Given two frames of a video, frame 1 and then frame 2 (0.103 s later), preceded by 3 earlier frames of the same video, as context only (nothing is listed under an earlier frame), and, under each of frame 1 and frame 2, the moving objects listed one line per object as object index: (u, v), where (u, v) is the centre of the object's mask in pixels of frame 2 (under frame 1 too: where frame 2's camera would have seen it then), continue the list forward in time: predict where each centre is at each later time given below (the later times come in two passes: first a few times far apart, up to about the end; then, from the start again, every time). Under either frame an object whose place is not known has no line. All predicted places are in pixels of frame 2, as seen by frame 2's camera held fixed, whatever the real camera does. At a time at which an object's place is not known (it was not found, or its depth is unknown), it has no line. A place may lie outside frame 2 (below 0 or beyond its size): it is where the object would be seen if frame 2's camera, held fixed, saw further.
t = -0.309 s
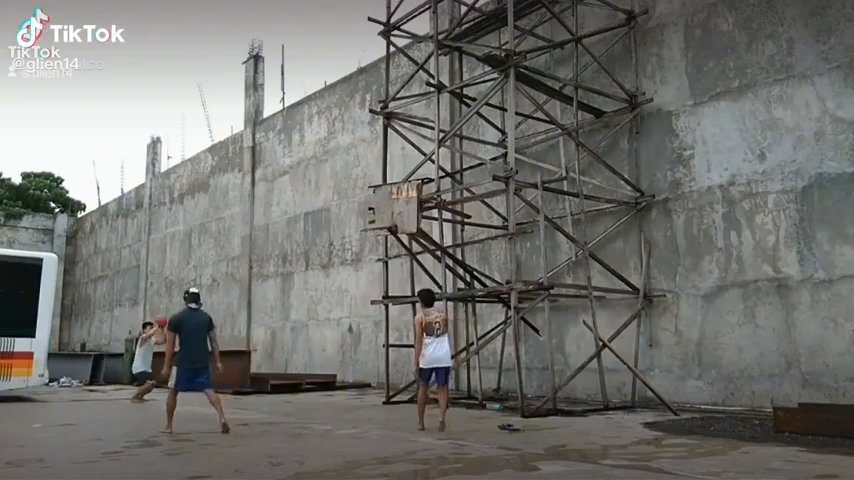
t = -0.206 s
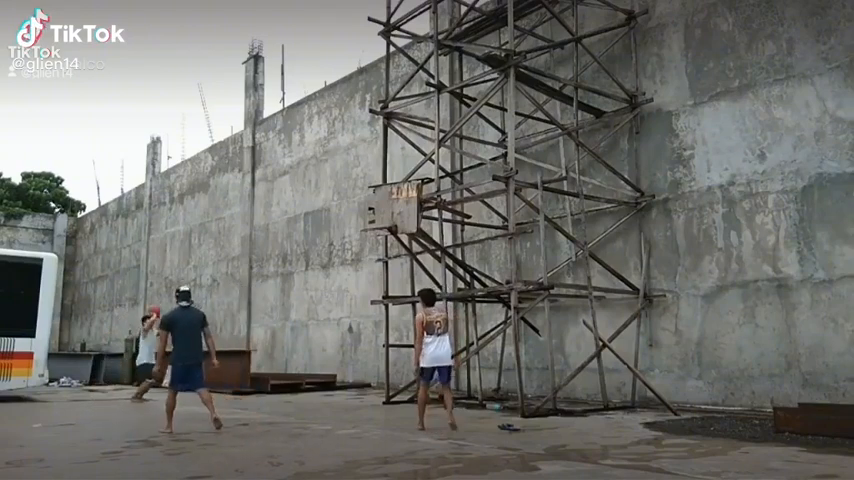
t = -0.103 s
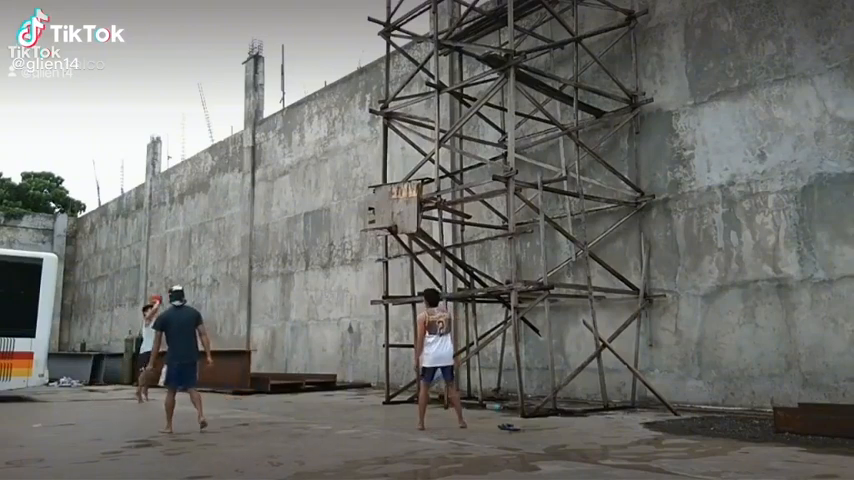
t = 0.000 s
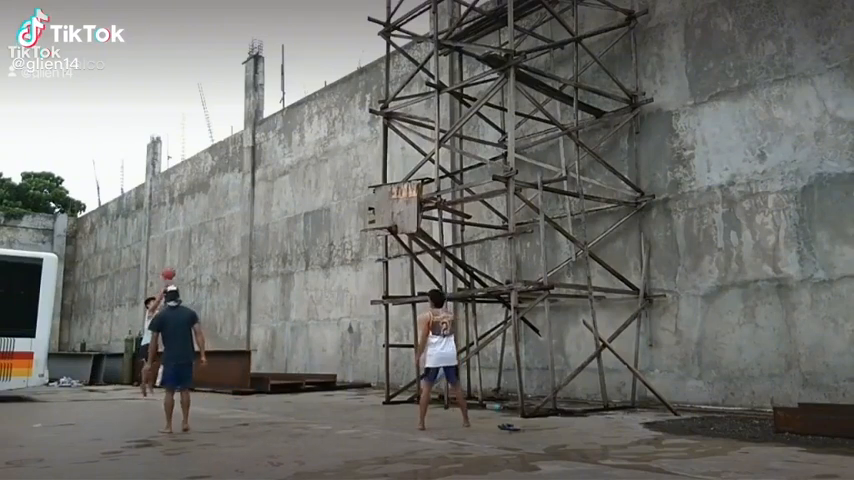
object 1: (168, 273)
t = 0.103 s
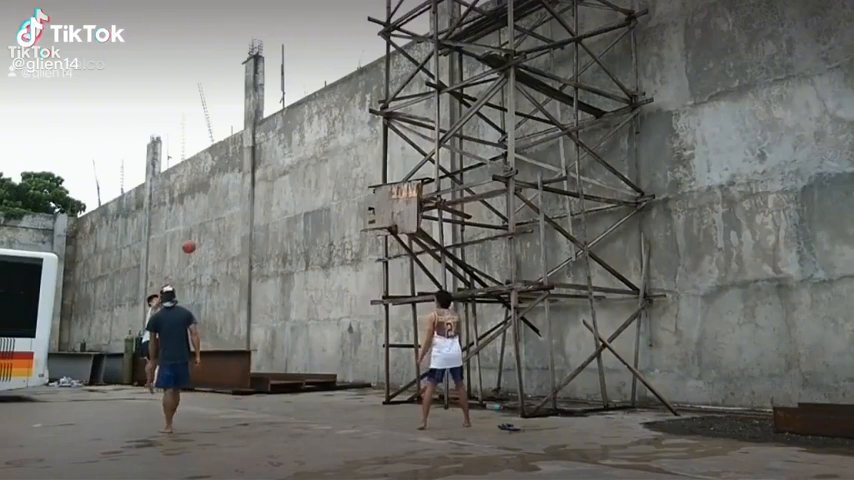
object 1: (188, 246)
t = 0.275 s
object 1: (223, 213)
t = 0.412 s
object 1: (252, 196)
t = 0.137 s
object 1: (195, 239)
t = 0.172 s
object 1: (202, 231)
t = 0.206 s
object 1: (209, 225)
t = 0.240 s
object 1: (217, 219)
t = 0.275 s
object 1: (223, 213)
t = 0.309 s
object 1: (231, 208)
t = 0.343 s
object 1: (238, 204)
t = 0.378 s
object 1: (245, 200)
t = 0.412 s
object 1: (252, 196)
